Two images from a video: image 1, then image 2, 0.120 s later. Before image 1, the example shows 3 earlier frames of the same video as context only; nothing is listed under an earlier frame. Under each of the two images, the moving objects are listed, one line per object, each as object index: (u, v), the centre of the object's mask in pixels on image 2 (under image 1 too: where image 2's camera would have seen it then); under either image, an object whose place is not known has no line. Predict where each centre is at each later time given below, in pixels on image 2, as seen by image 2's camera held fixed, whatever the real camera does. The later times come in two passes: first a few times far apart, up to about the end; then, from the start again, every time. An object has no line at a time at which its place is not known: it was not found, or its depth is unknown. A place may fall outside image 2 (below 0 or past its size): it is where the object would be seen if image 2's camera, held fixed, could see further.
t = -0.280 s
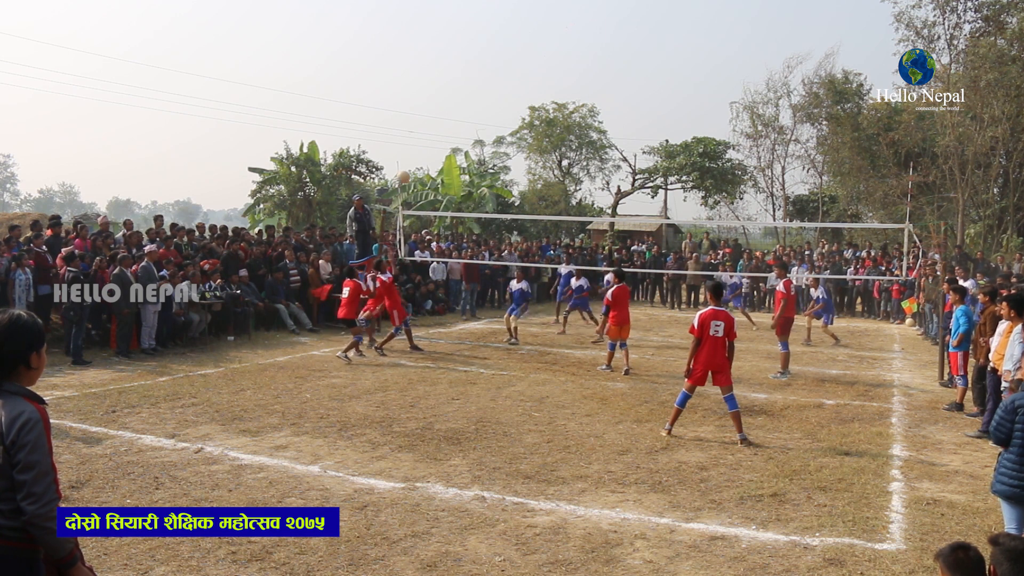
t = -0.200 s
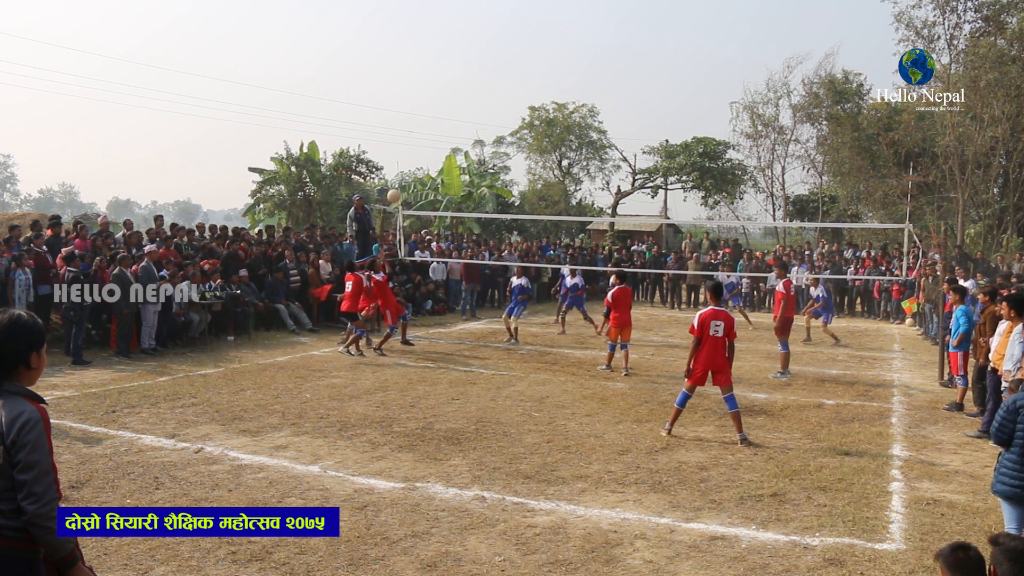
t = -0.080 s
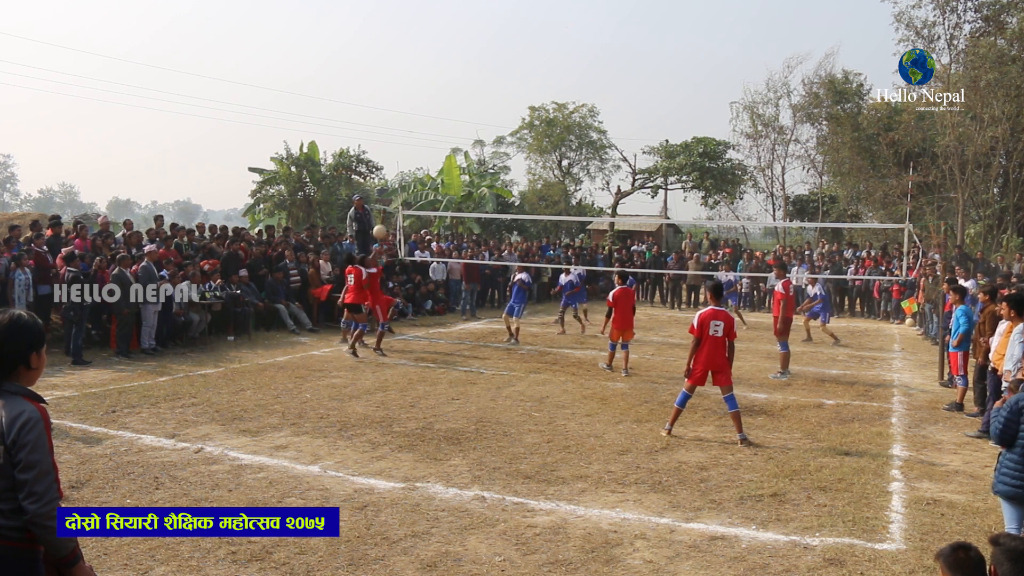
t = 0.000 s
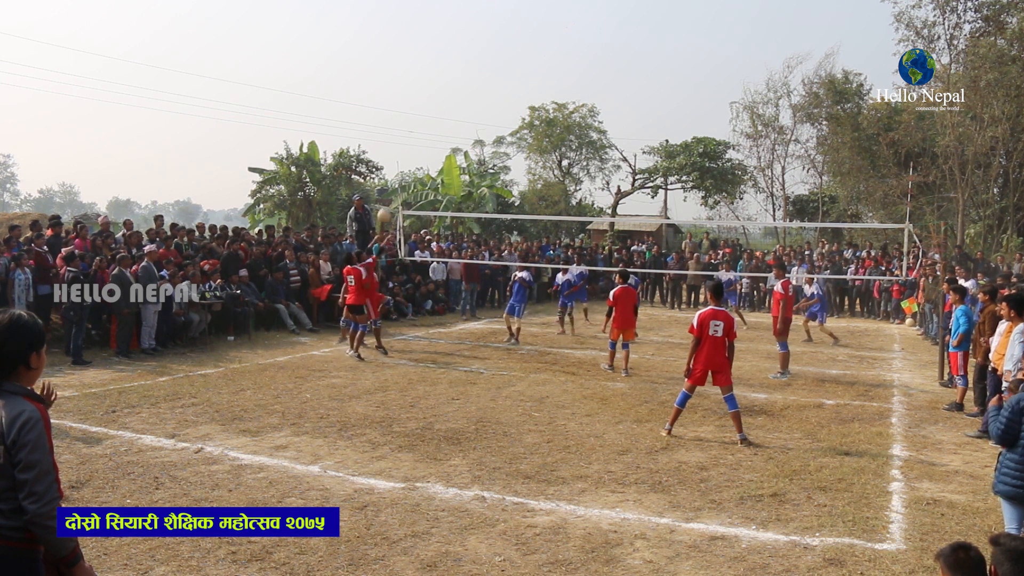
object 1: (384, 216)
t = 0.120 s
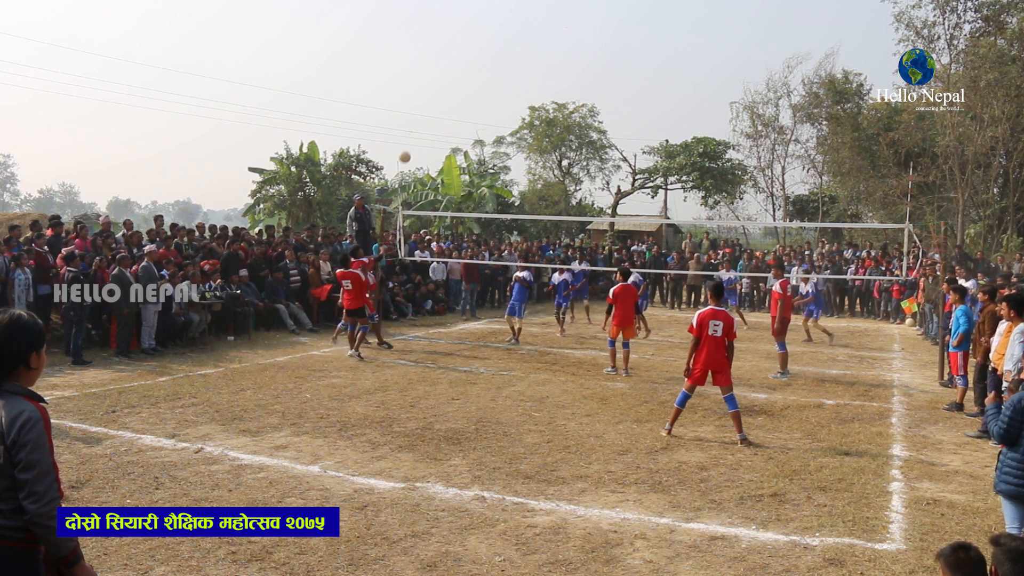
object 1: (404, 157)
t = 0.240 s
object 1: (424, 110)
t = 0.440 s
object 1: (452, 54)
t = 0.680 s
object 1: (481, 20)
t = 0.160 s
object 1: (411, 140)
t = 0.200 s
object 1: (417, 125)
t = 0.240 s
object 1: (424, 110)
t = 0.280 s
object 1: (430, 97)
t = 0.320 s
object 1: (435, 84)
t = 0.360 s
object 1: (441, 73)
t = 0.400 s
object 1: (447, 63)
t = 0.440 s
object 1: (452, 54)
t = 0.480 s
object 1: (457, 46)
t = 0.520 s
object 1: (462, 39)
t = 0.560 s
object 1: (467, 33)
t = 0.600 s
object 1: (472, 28)
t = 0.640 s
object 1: (476, 24)
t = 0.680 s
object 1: (481, 20)
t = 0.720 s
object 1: (486, 18)
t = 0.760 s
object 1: (490, 16)
